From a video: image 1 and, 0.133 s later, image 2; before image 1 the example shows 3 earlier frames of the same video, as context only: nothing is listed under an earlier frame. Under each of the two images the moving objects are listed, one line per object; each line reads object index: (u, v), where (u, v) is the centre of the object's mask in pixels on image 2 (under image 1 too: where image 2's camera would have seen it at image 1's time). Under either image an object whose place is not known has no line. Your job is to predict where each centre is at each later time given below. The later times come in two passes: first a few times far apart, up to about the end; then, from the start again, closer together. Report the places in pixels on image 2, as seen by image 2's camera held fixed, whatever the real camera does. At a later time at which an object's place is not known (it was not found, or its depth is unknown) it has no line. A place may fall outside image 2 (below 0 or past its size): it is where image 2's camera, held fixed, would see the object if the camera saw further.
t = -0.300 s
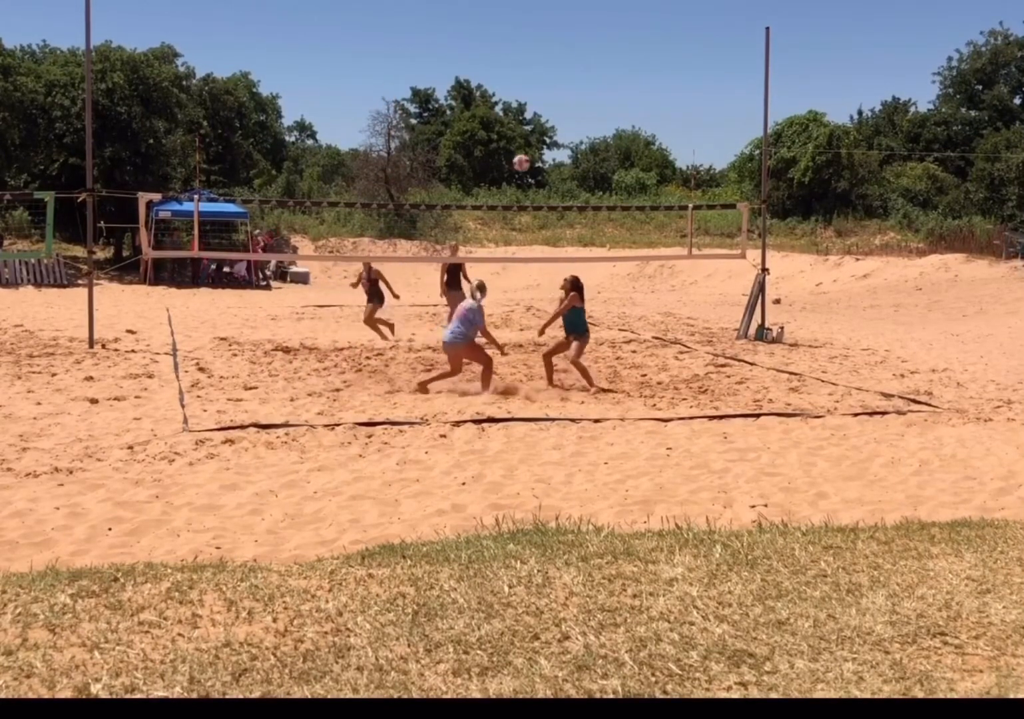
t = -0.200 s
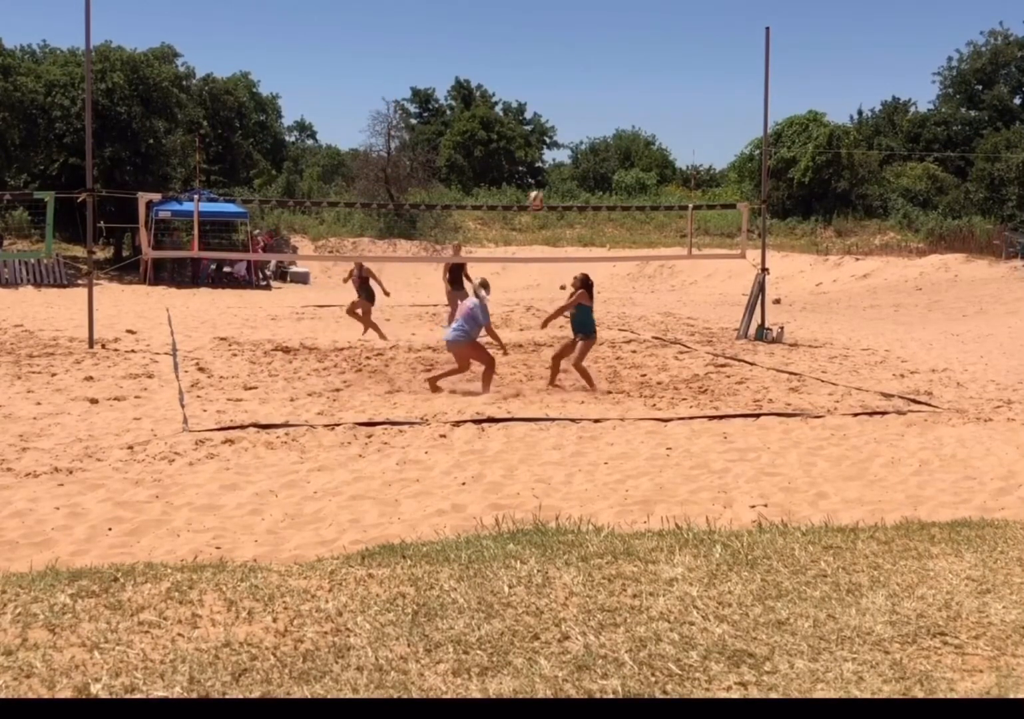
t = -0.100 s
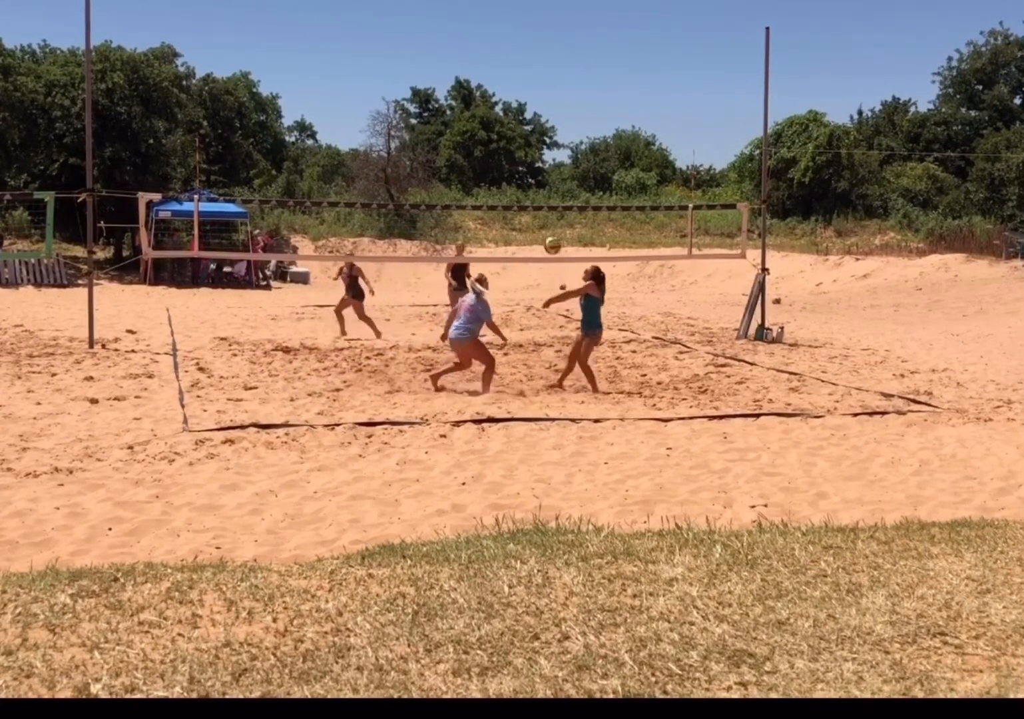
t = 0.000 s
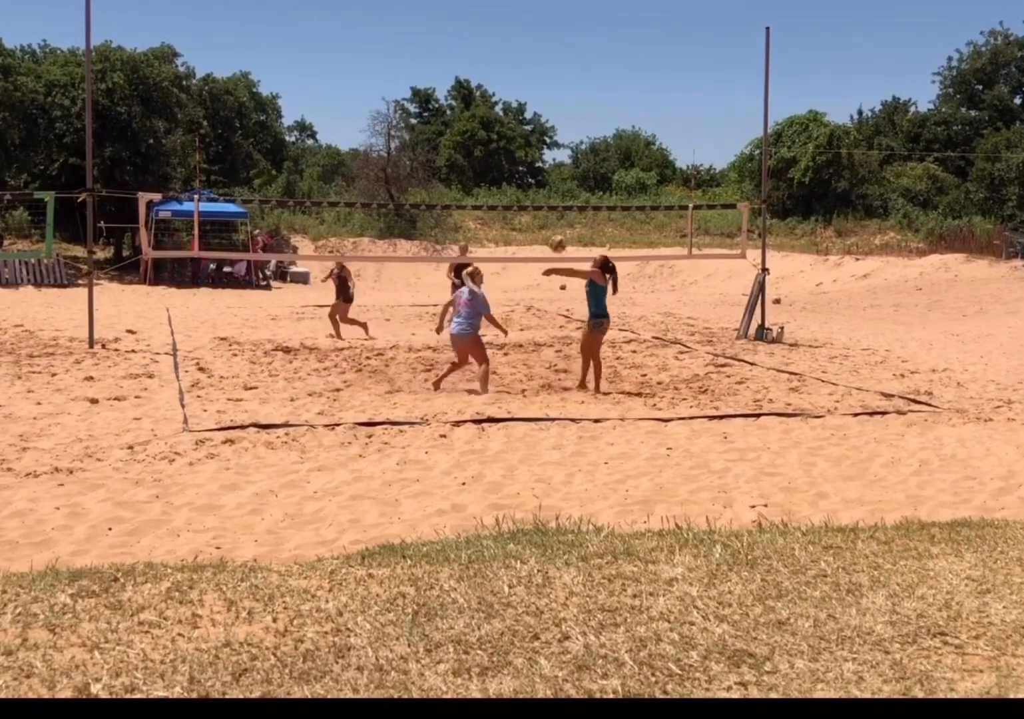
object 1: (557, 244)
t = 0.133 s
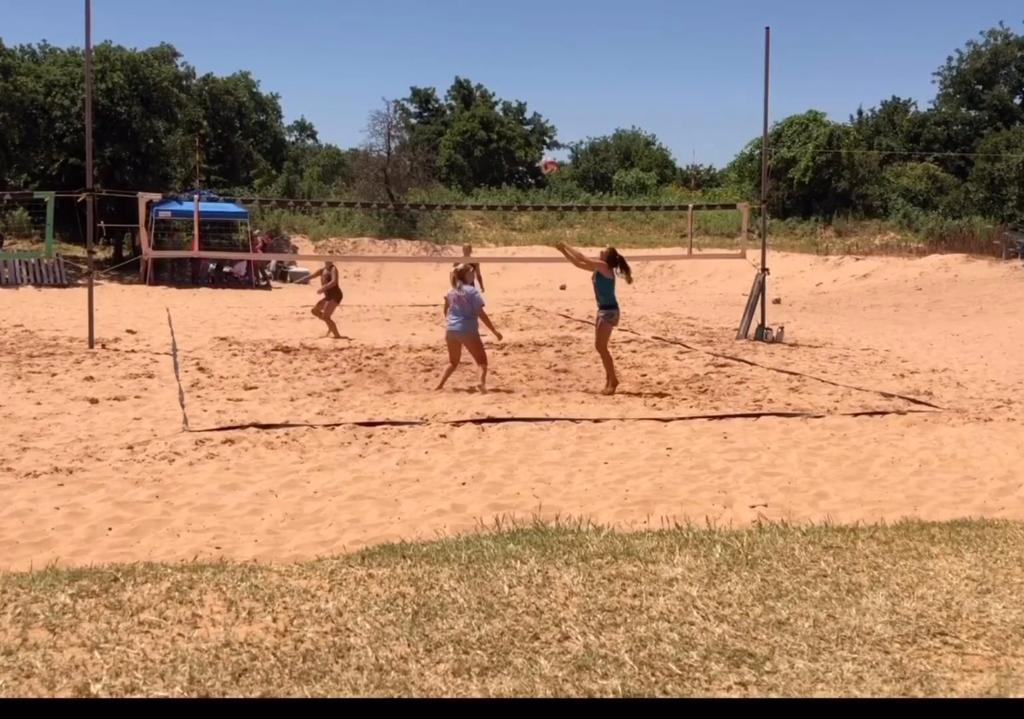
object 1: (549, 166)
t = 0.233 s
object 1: (542, 117)
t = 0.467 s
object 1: (527, 40)
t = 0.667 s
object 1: (515, 10)
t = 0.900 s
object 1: (500, 15)
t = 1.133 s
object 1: (486, 59)
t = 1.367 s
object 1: (473, 136)
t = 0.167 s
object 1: (546, 148)
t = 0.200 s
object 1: (545, 133)
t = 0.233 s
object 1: (542, 117)
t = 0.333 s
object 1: (536, 79)
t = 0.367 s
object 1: (534, 68)
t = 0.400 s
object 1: (532, 57)
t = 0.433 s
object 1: (530, 48)
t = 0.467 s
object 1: (527, 40)
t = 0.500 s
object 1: (526, 33)
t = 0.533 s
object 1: (523, 27)
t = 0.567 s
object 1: (521, 21)
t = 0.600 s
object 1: (519, 17)
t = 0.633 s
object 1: (517, 13)
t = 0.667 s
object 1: (515, 10)
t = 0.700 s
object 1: (513, 8)
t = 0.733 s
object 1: (511, 7)
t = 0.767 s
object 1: (508, 7)
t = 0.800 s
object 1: (506, 8)
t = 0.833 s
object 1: (504, 9)
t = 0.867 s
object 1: (502, 11)
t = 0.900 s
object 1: (500, 15)
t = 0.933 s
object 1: (498, 19)
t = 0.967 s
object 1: (496, 23)
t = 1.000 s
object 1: (494, 29)
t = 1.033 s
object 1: (492, 36)
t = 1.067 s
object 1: (490, 43)
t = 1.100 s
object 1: (488, 50)
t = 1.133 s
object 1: (486, 59)
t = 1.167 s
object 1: (484, 68)
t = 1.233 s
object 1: (481, 88)
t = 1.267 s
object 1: (478, 99)
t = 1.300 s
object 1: (476, 111)
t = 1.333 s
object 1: (475, 123)
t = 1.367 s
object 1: (473, 136)
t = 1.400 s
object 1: (472, 149)
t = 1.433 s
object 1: (470, 163)
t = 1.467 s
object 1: (469, 178)
